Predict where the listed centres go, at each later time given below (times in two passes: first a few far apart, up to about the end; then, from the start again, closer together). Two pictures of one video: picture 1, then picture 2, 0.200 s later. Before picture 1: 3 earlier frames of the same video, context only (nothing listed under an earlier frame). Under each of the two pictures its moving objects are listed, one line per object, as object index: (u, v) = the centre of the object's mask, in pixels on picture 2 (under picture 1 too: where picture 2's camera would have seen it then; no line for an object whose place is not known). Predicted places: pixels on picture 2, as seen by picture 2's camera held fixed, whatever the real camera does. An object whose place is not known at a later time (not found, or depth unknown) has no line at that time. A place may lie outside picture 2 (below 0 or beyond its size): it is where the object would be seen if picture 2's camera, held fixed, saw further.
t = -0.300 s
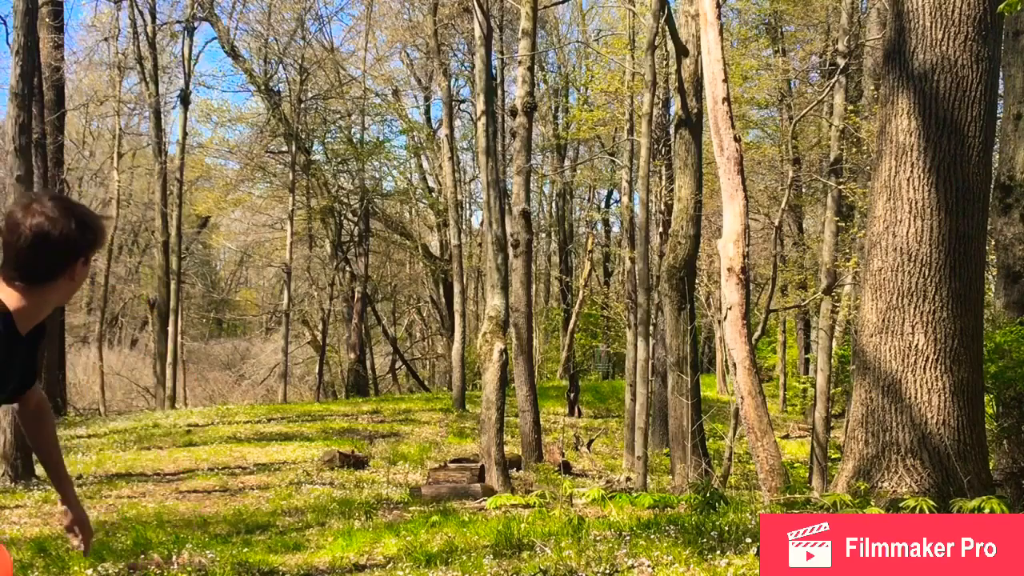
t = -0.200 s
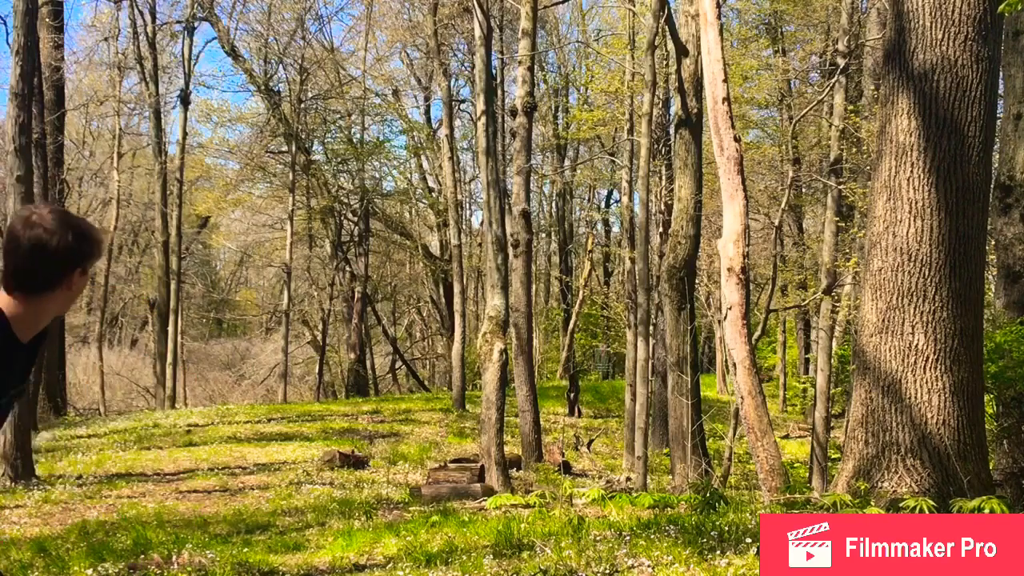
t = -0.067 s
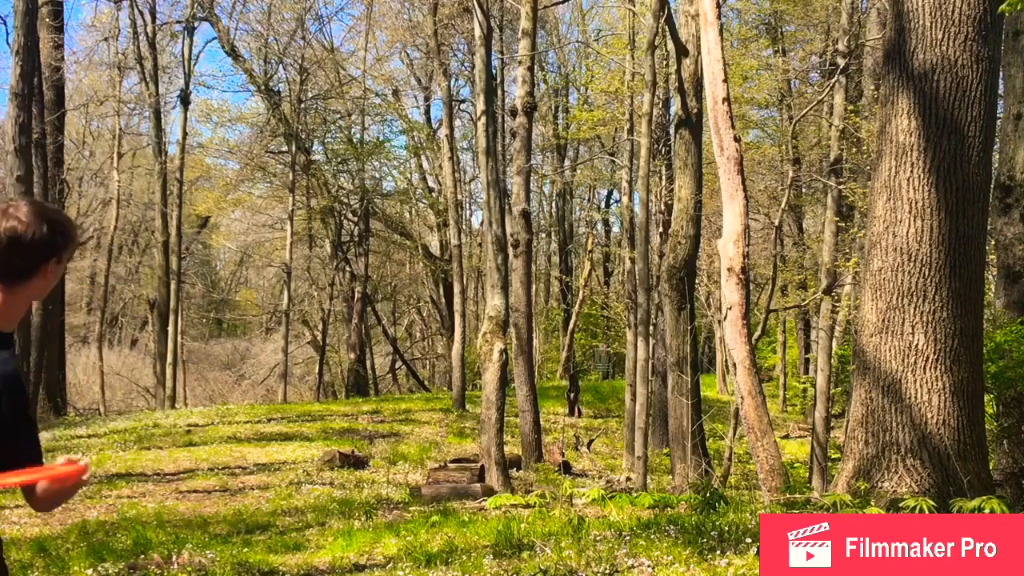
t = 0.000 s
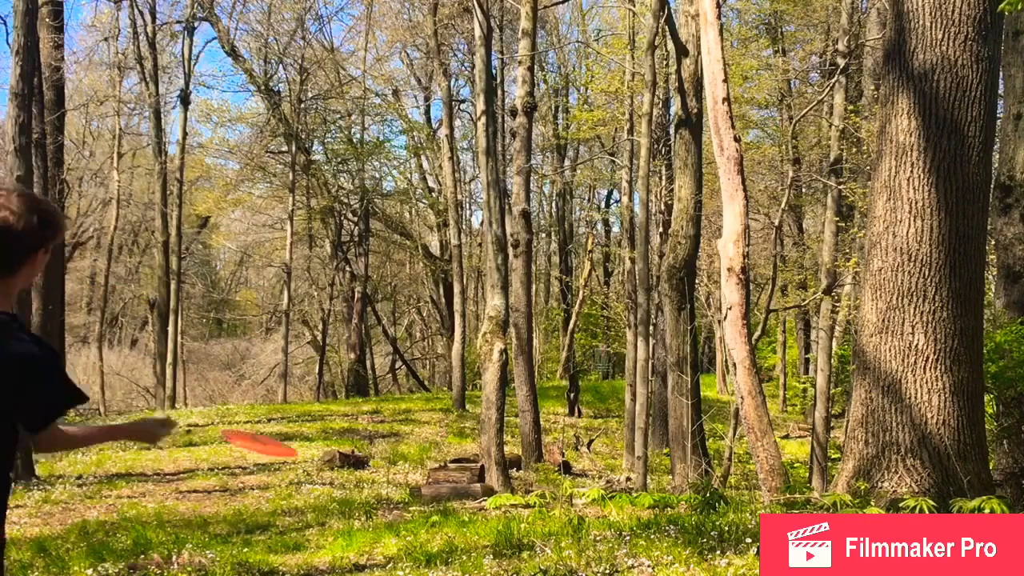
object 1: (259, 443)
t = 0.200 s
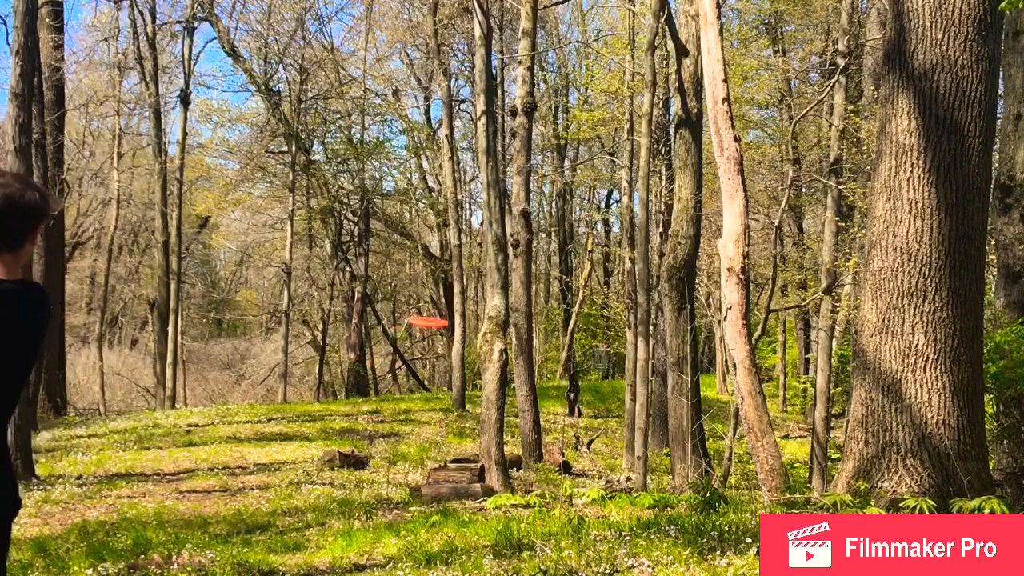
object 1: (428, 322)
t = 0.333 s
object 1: (473, 303)
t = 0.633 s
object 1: (521, 288)
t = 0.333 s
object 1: (473, 303)
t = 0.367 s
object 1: (478, 299)
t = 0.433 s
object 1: (493, 294)
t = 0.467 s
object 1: (500, 292)
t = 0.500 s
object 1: (504, 291)
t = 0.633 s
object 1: (521, 288)
